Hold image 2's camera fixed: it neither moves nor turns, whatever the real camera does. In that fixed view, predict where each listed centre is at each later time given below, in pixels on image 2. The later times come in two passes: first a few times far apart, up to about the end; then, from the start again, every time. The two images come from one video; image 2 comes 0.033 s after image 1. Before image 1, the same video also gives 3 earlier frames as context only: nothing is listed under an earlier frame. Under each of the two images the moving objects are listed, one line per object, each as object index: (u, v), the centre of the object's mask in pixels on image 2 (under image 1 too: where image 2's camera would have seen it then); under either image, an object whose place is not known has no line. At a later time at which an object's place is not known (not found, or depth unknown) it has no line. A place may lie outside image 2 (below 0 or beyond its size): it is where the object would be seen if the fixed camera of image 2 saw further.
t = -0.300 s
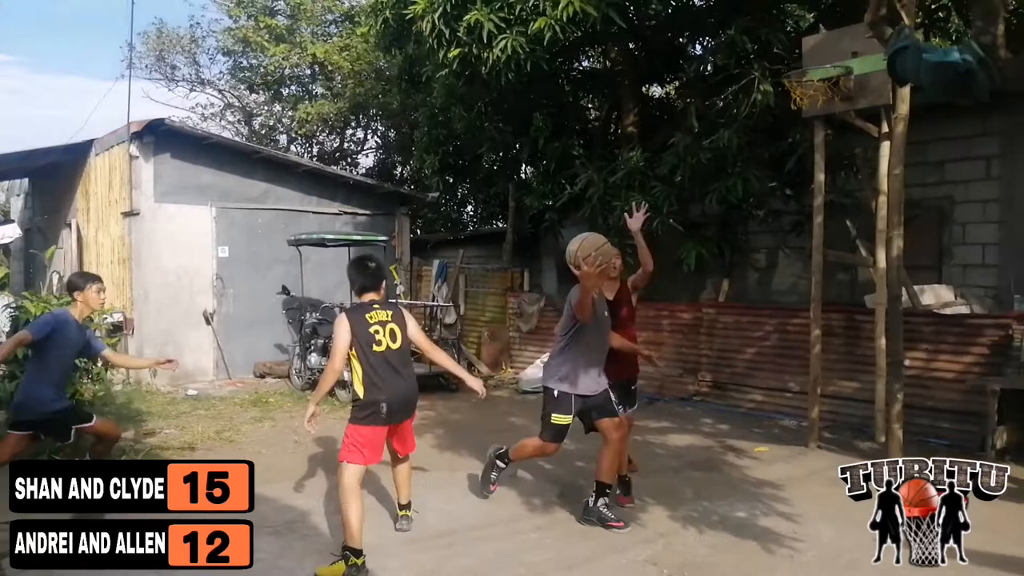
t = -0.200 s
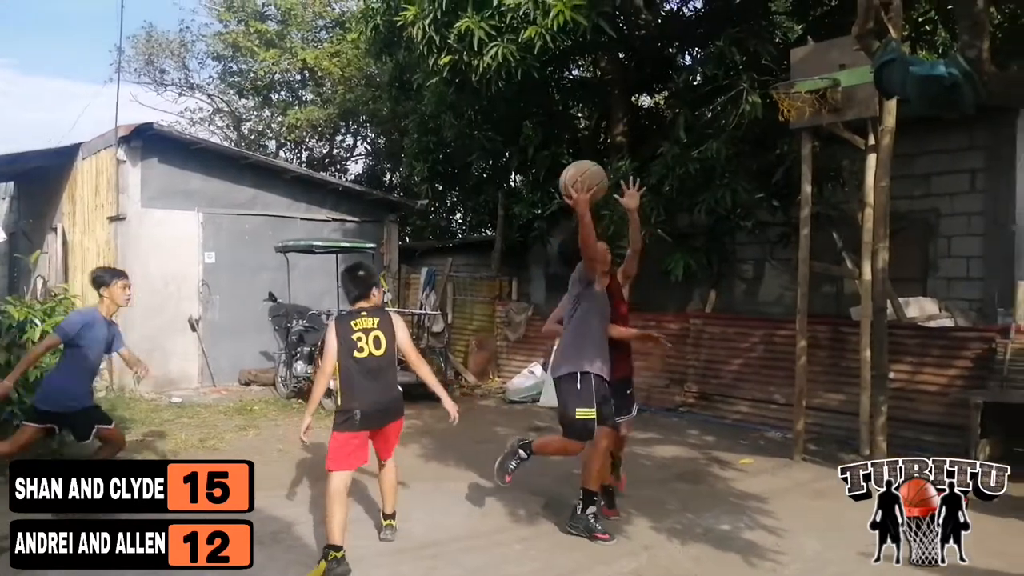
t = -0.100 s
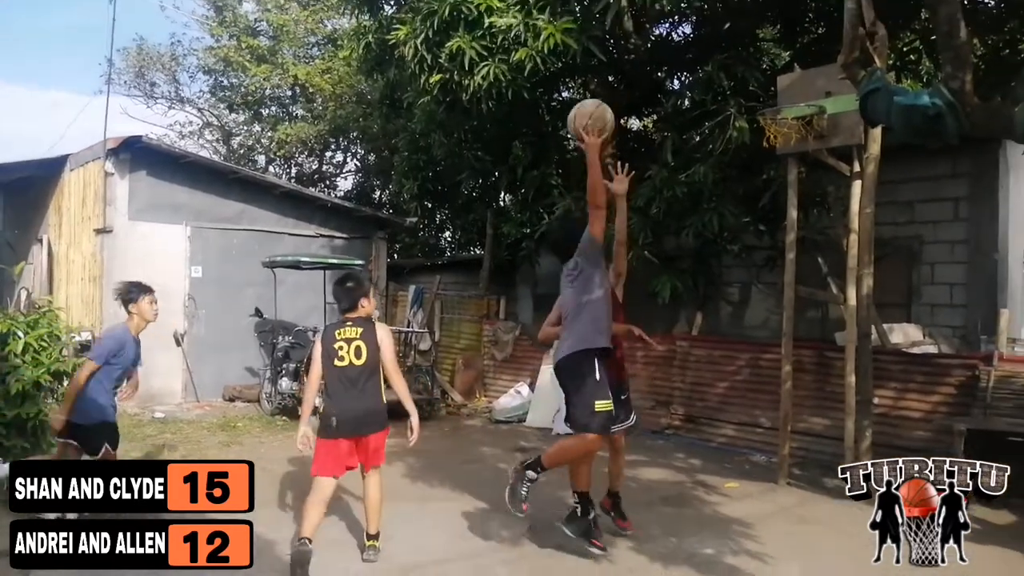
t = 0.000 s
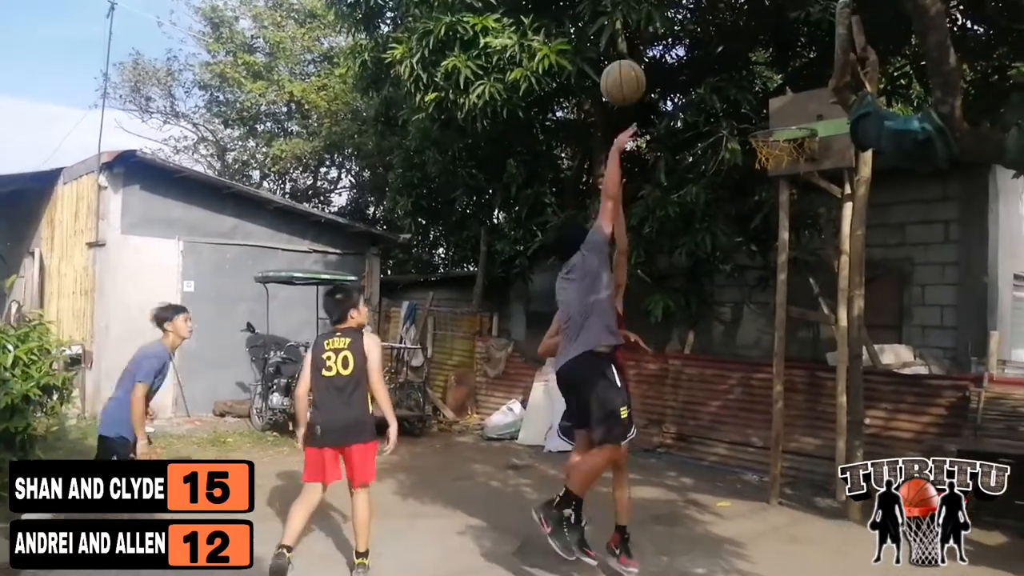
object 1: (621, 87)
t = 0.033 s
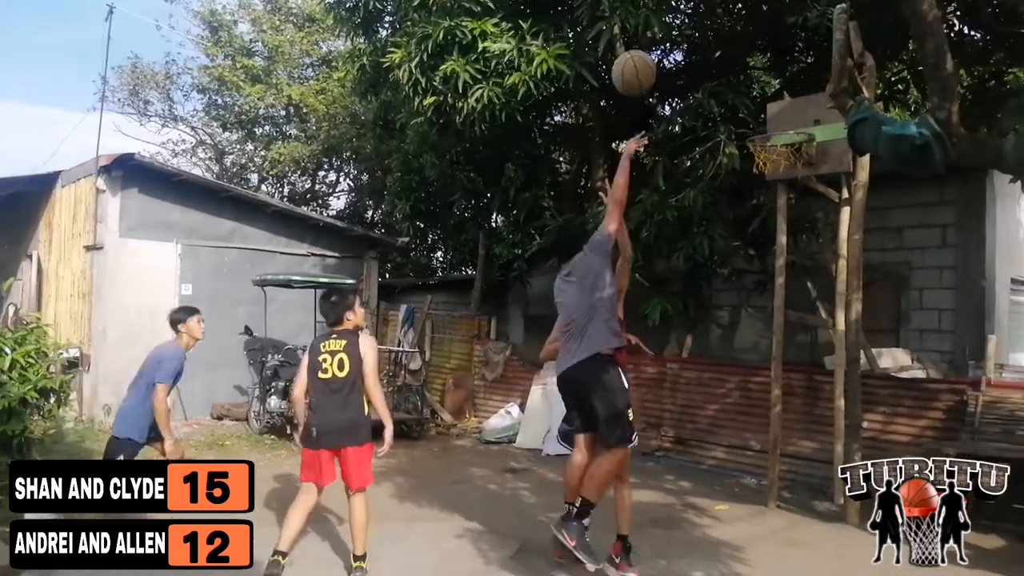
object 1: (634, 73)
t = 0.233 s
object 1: (701, 30)
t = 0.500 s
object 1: (769, 67)
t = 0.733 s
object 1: (775, 119)
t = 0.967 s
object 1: (699, 150)
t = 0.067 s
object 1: (646, 61)
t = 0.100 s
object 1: (658, 50)
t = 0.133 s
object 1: (670, 42)
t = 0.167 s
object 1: (681, 36)
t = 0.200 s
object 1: (691, 32)
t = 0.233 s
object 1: (701, 30)
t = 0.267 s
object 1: (710, 30)
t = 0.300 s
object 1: (719, 30)
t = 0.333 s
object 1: (729, 33)
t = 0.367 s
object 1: (737, 37)
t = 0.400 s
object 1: (745, 42)
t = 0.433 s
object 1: (753, 49)
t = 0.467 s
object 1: (761, 57)
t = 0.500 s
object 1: (769, 67)
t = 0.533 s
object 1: (776, 79)
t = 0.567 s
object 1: (784, 90)
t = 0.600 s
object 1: (790, 103)
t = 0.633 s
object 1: (796, 116)
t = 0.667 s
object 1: (799, 120)
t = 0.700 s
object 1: (789, 121)
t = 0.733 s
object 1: (775, 119)
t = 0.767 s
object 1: (762, 121)
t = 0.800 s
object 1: (752, 122)
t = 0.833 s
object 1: (741, 126)
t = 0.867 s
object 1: (731, 129)
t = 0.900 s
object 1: (719, 135)
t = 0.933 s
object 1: (709, 142)
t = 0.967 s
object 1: (699, 150)
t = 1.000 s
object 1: (687, 159)
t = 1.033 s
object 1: (677, 169)
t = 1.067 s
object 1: (667, 181)
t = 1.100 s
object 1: (657, 193)
